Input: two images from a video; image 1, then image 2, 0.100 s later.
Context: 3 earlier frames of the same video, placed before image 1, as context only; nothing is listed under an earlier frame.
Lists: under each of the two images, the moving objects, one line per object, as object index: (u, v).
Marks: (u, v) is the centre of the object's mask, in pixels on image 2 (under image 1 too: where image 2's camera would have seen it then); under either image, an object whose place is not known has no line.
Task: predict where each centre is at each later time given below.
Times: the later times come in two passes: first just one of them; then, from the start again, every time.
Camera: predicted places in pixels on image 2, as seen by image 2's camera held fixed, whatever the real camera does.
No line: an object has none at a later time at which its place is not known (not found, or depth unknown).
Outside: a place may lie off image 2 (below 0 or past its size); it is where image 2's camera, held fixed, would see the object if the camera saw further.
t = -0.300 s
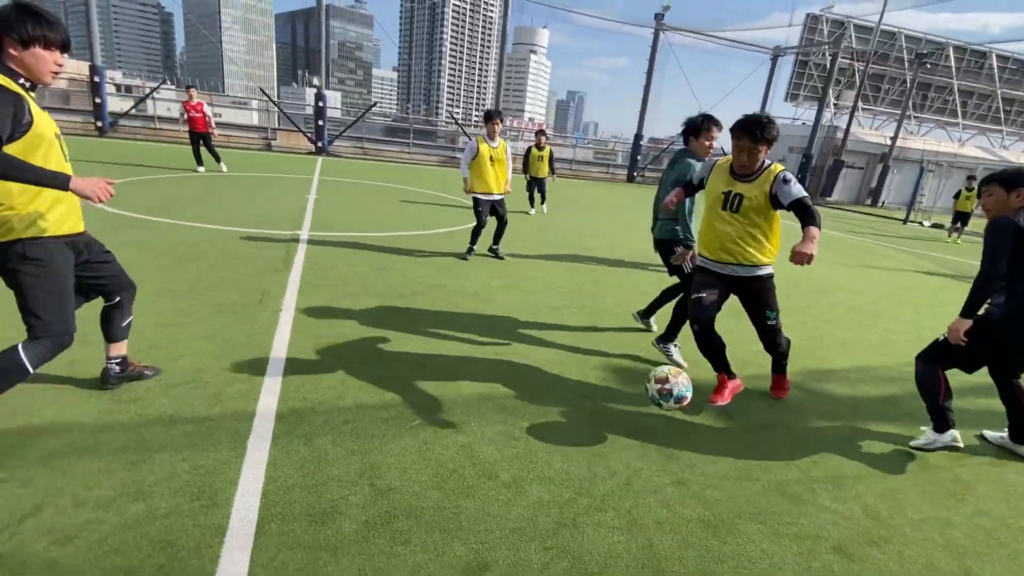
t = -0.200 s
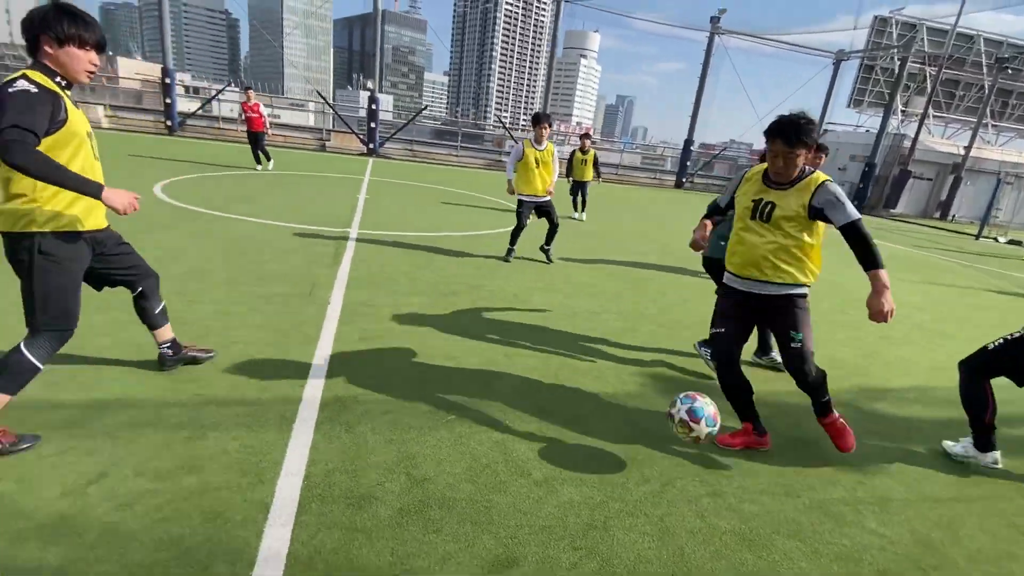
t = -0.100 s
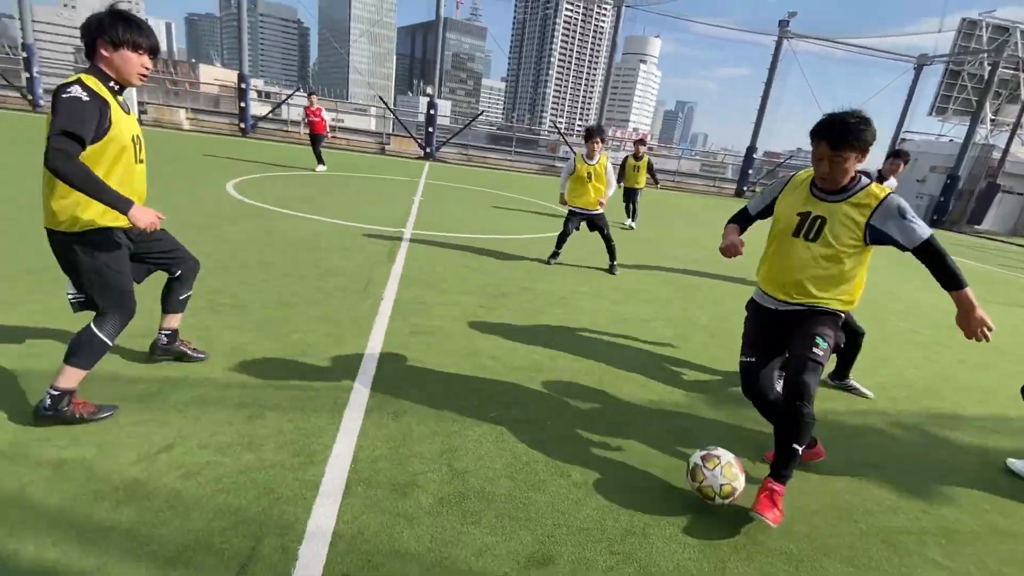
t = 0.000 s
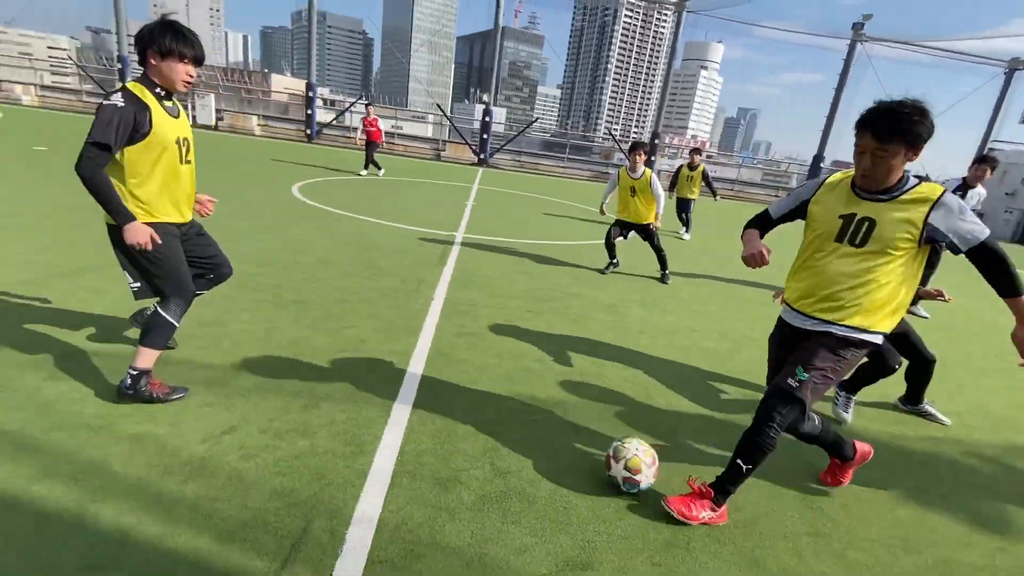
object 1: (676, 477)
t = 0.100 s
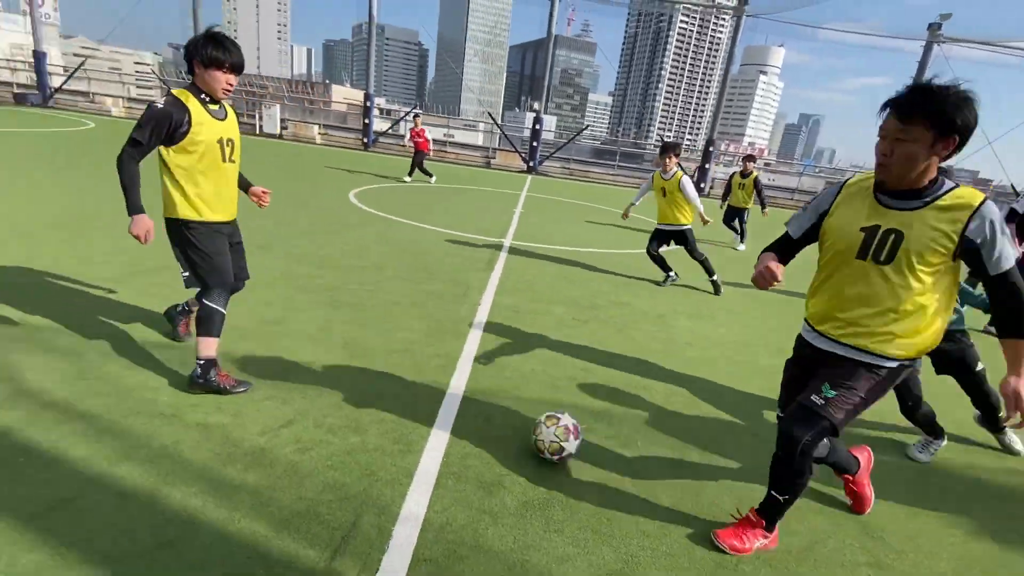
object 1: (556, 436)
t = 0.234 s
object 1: (438, 395)
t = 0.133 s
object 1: (524, 423)
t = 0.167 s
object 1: (494, 413)
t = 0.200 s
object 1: (464, 404)
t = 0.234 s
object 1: (438, 395)
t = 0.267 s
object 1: (413, 386)
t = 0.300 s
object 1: (390, 378)
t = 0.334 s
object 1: (367, 369)
